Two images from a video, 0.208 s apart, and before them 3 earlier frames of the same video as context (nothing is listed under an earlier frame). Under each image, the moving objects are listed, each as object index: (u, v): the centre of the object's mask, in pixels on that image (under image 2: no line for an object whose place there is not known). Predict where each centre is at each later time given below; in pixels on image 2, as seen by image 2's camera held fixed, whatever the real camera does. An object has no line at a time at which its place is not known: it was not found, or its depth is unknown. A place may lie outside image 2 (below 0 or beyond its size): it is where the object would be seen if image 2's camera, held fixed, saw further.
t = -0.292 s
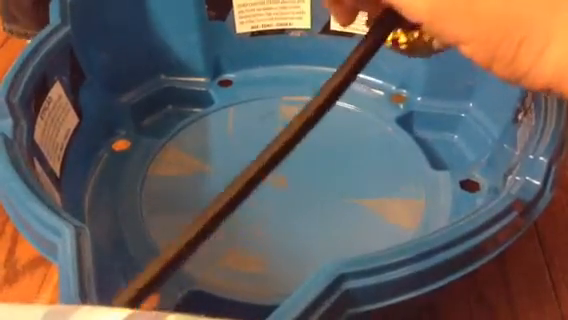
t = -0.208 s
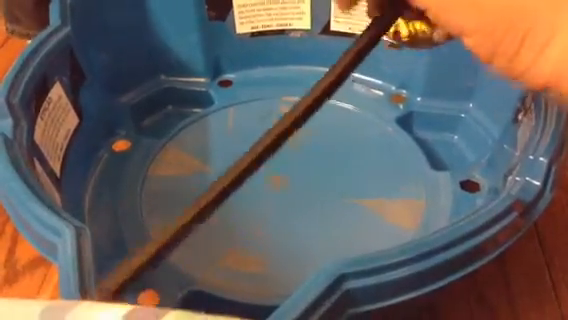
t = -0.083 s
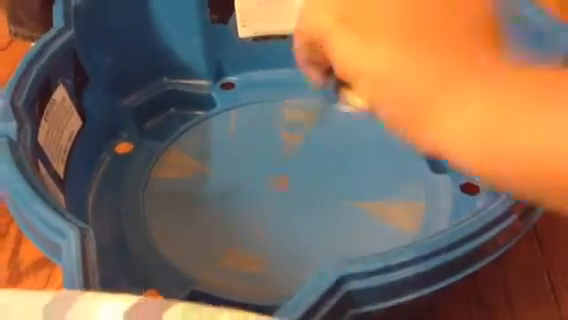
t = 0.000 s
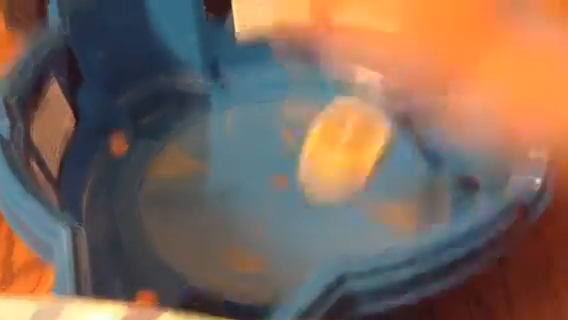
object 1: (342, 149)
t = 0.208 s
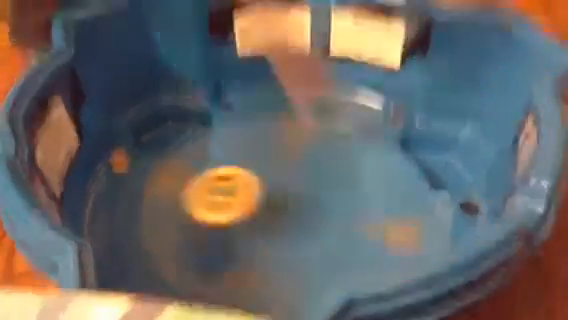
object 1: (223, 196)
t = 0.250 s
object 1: (202, 191)
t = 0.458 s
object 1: (180, 126)
